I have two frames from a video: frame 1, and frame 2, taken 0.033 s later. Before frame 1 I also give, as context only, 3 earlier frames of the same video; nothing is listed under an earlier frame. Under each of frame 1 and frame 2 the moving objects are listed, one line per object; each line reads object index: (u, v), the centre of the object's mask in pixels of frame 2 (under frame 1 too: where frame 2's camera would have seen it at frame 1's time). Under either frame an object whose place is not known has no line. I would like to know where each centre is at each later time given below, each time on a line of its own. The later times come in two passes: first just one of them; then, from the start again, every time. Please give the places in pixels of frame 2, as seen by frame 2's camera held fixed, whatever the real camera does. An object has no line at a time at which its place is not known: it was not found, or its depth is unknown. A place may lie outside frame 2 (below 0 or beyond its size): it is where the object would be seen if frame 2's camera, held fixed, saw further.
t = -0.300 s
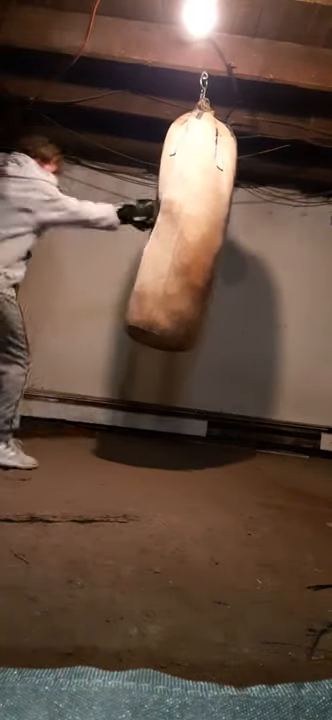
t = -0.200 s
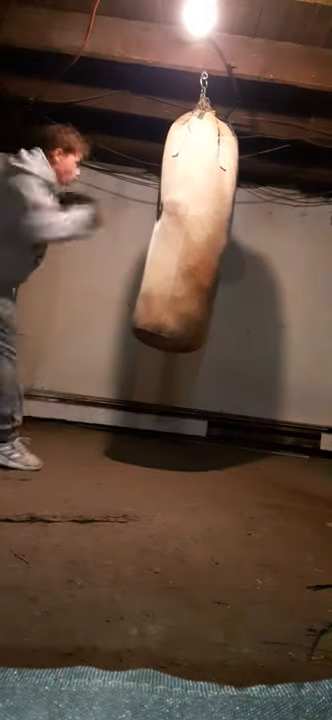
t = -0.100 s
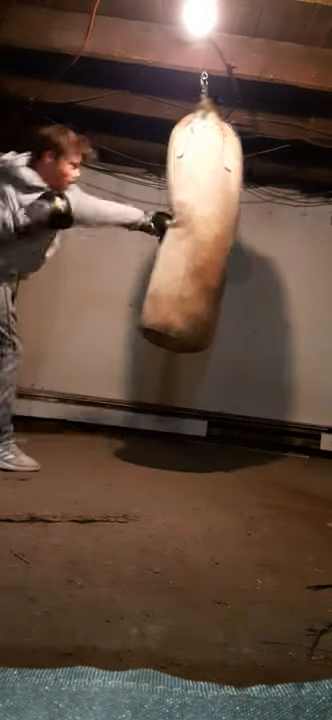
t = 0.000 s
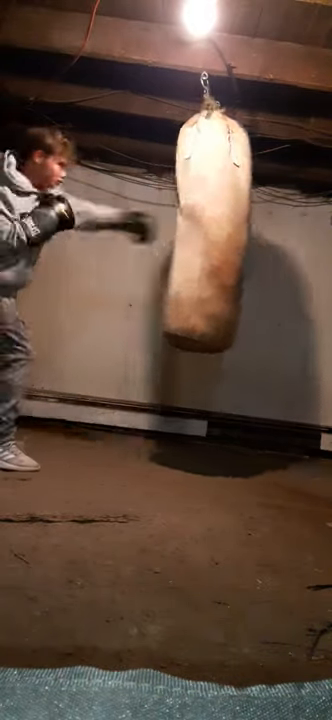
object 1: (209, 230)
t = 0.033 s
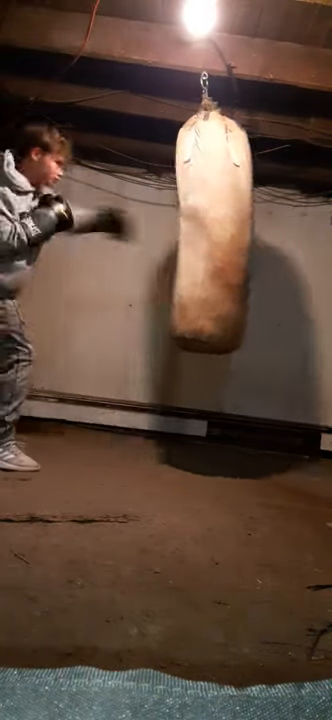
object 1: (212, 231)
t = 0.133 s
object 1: (222, 229)
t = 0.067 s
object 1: (215, 231)
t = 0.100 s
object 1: (219, 230)
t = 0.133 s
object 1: (222, 229)
